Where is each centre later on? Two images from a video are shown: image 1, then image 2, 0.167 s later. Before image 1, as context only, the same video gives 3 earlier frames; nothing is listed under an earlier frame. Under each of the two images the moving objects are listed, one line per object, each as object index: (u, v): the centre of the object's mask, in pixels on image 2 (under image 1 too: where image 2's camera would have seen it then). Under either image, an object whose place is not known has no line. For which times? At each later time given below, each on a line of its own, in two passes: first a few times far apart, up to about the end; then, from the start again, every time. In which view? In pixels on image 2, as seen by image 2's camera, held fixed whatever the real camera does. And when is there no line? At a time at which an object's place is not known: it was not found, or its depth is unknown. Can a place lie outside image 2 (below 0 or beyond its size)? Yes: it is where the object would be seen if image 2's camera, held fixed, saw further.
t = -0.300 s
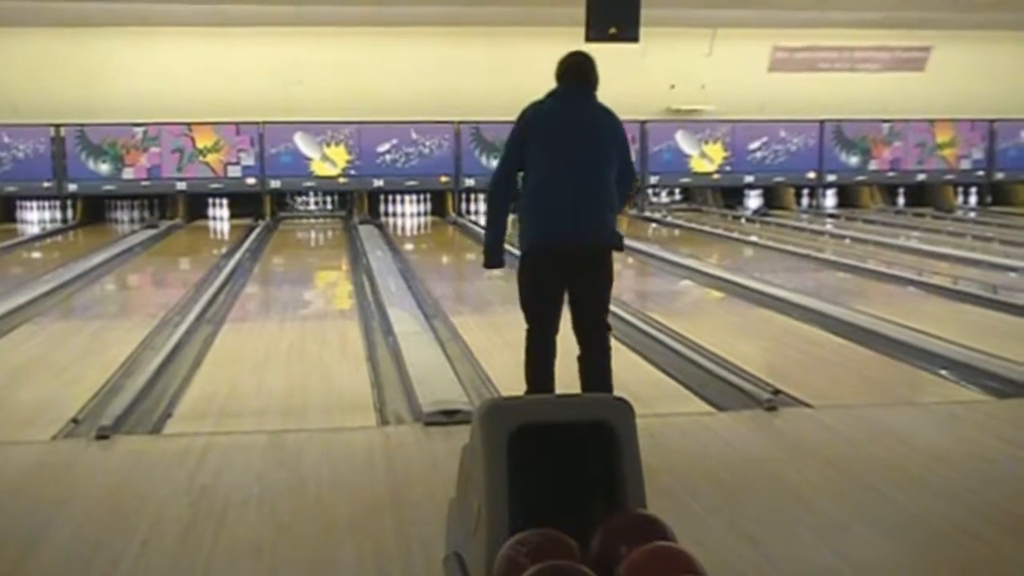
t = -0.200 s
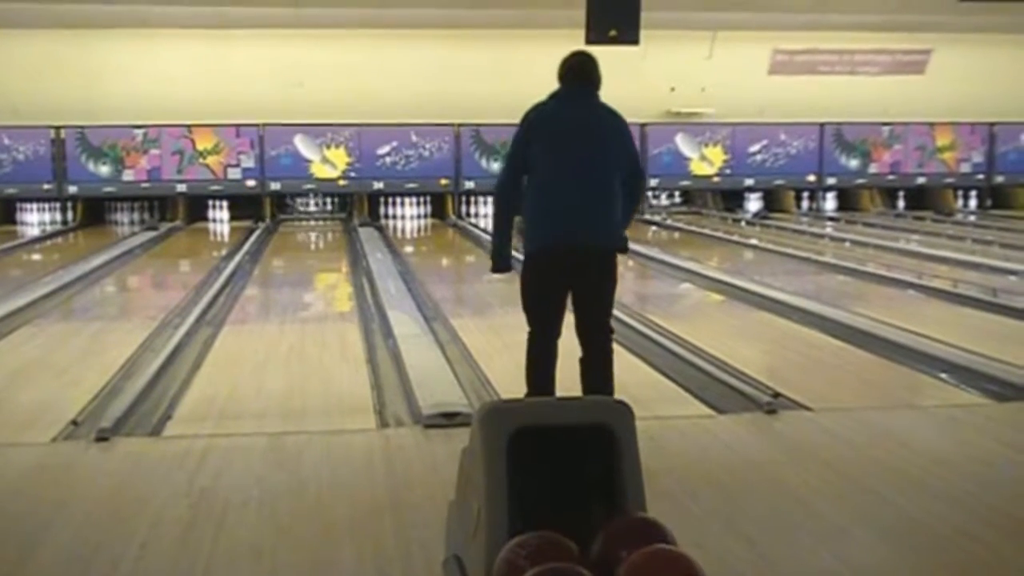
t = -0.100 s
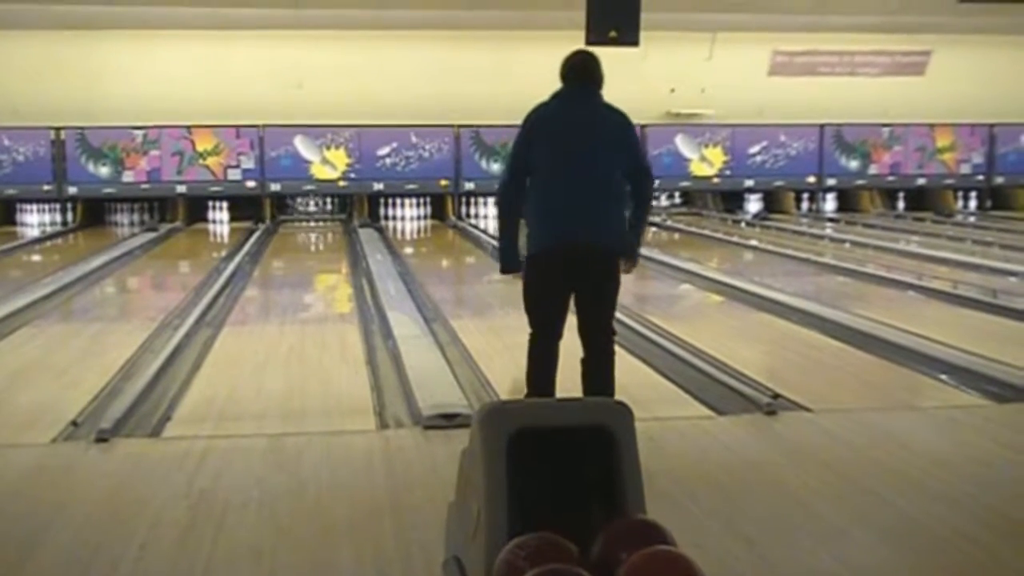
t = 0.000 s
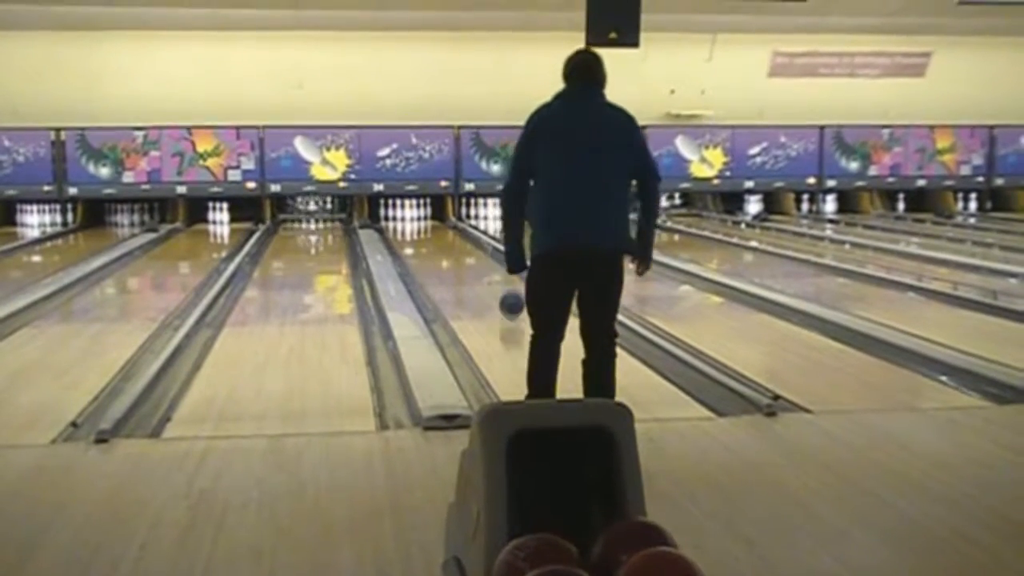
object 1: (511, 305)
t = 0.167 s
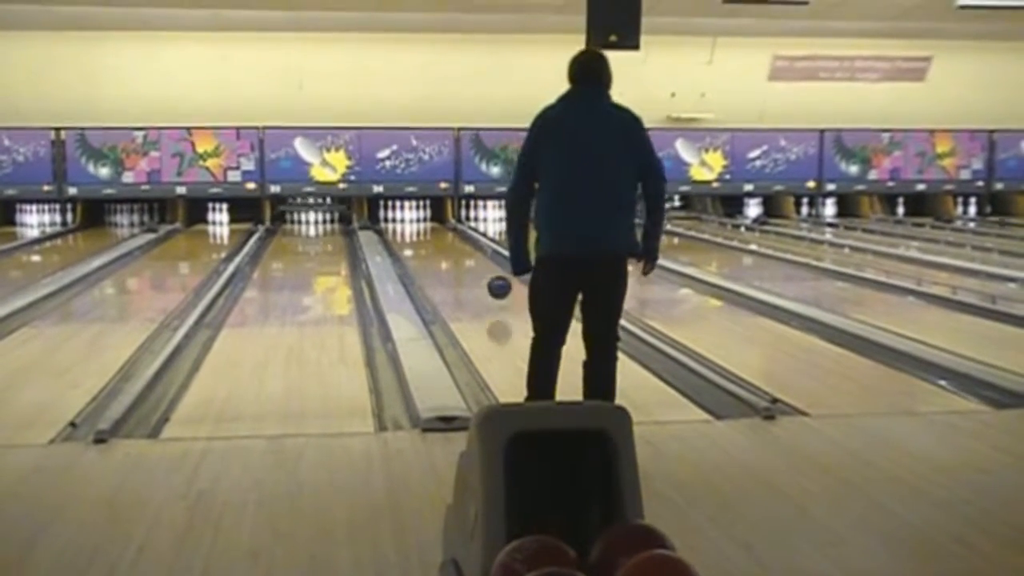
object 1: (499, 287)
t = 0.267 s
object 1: (493, 289)
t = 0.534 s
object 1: (479, 278)
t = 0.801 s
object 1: (467, 266)
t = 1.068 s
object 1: (458, 257)
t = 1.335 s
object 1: (450, 249)
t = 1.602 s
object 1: (442, 243)
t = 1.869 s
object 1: (437, 235)
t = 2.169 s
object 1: (430, 231)
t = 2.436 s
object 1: (425, 227)
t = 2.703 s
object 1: (422, 223)
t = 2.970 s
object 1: (420, 220)
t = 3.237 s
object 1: (416, 218)
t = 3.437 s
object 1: (416, 216)
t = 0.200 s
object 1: (497, 286)
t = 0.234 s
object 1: (495, 287)
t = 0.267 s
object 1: (493, 289)
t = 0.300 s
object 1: (491, 290)
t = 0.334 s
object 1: (489, 287)
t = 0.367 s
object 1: (488, 285)
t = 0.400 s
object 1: (485, 284)
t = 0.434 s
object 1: (484, 283)
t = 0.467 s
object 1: (482, 281)
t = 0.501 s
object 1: (480, 280)
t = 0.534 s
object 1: (479, 278)
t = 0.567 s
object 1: (477, 276)
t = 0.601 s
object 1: (476, 275)
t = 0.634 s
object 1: (474, 273)
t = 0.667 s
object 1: (473, 272)
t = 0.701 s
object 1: (471, 270)
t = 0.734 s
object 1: (470, 269)
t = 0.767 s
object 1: (469, 268)
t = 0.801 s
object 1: (467, 266)
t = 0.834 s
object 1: (466, 265)
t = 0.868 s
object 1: (465, 263)
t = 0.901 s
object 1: (463, 262)
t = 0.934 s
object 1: (462, 262)
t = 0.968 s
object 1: (461, 260)
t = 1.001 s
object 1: (460, 259)
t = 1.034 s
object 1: (459, 258)
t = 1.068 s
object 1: (458, 257)
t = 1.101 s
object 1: (457, 256)
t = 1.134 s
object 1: (456, 255)
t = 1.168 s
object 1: (455, 254)
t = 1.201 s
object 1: (454, 253)
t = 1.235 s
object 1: (453, 252)
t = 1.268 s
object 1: (451, 251)
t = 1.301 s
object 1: (451, 250)
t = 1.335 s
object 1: (450, 249)
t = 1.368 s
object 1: (449, 248)
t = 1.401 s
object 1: (448, 247)
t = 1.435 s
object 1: (446, 246)
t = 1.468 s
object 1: (446, 245)
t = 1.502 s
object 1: (445, 244)
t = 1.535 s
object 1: (444, 243)
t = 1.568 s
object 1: (443, 243)
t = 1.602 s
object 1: (442, 243)
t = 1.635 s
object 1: (441, 241)
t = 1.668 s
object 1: (441, 240)
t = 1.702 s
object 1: (440, 240)
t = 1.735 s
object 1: (440, 239)
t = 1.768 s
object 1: (440, 239)
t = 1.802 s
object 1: (439, 239)
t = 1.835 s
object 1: (439, 239)
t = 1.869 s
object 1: (437, 235)
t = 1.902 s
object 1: (436, 234)
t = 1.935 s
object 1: (436, 233)
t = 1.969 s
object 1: (434, 233)
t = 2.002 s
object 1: (434, 233)
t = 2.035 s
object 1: (433, 232)
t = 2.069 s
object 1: (433, 232)
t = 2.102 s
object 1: (432, 231)
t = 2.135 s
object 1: (430, 231)
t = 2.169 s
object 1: (430, 231)
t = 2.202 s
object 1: (429, 230)
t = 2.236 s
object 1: (429, 230)
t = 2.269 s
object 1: (428, 230)
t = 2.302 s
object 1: (429, 228)
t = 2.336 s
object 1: (428, 228)
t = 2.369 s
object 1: (427, 228)
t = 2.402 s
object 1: (427, 228)
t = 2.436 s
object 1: (425, 227)
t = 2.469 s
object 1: (424, 227)
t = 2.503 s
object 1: (425, 226)
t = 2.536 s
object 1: (424, 226)
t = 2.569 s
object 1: (423, 225)
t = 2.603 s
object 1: (423, 225)
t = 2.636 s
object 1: (423, 224)
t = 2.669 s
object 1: (422, 223)
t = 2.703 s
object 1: (422, 223)
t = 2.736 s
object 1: (422, 223)
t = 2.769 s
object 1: (422, 222)
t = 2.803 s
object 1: (422, 222)
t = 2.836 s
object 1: (421, 222)
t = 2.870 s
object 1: (421, 221)
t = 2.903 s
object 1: (420, 221)
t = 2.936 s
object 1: (420, 220)
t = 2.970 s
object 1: (420, 220)
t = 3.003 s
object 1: (419, 220)
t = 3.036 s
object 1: (419, 220)
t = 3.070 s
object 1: (418, 219)
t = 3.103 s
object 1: (418, 219)
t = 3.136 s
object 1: (418, 219)
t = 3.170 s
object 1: (419, 219)
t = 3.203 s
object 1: (417, 219)
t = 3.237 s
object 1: (416, 218)
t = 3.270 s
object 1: (416, 218)
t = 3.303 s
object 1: (415, 217)
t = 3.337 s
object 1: (414, 217)
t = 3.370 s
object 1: (414, 215)
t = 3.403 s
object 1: (416, 216)
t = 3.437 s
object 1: (416, 216)
